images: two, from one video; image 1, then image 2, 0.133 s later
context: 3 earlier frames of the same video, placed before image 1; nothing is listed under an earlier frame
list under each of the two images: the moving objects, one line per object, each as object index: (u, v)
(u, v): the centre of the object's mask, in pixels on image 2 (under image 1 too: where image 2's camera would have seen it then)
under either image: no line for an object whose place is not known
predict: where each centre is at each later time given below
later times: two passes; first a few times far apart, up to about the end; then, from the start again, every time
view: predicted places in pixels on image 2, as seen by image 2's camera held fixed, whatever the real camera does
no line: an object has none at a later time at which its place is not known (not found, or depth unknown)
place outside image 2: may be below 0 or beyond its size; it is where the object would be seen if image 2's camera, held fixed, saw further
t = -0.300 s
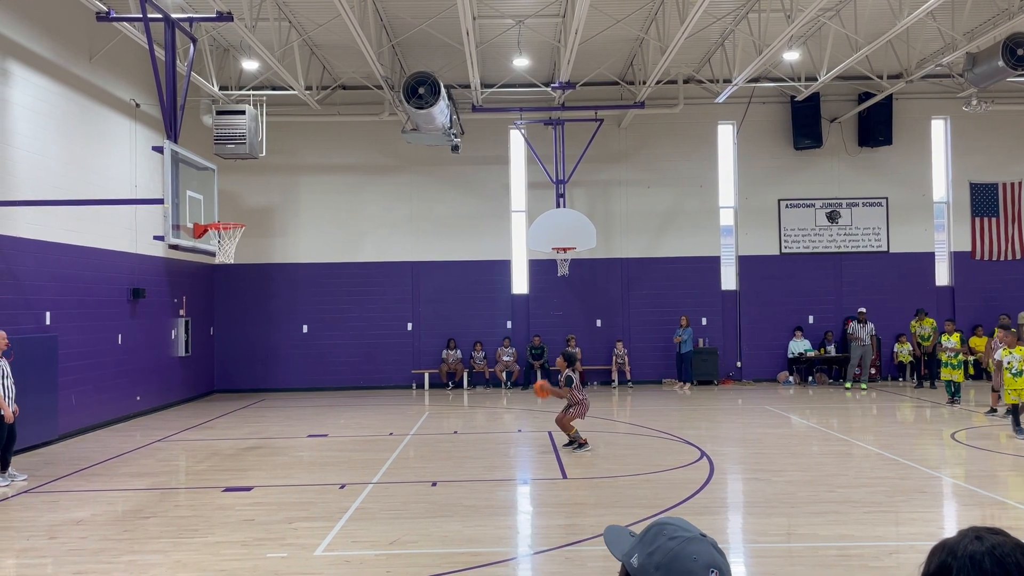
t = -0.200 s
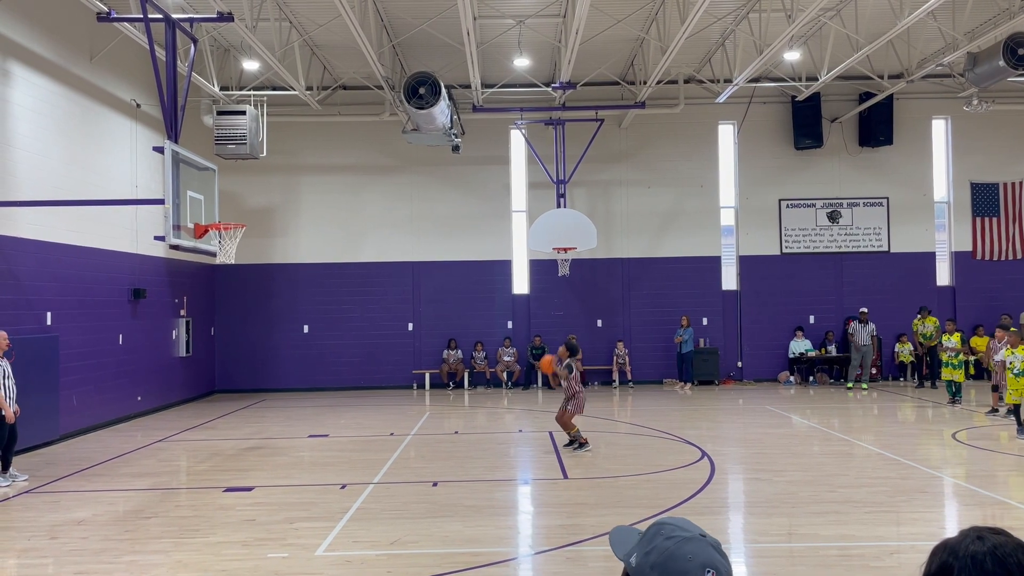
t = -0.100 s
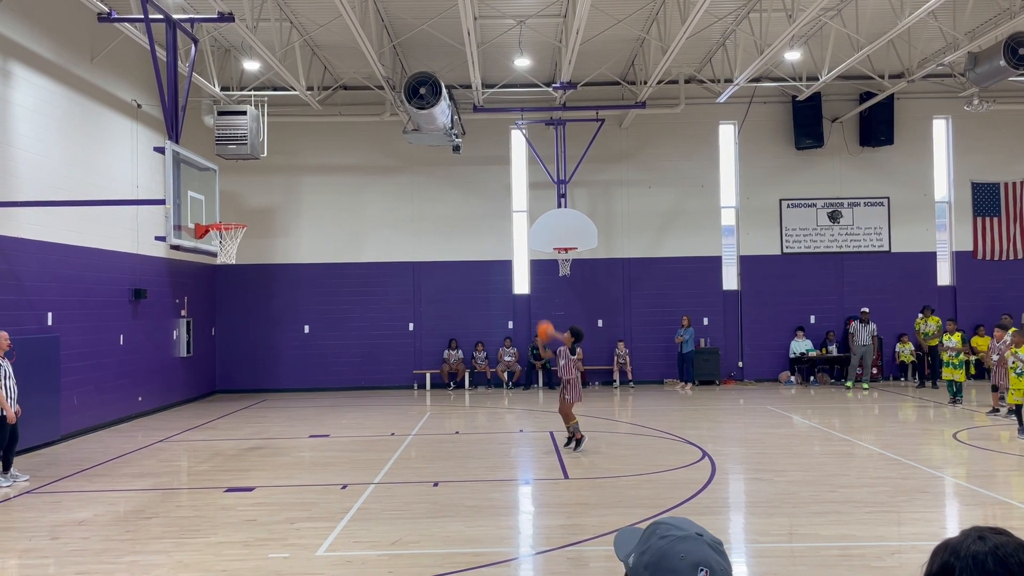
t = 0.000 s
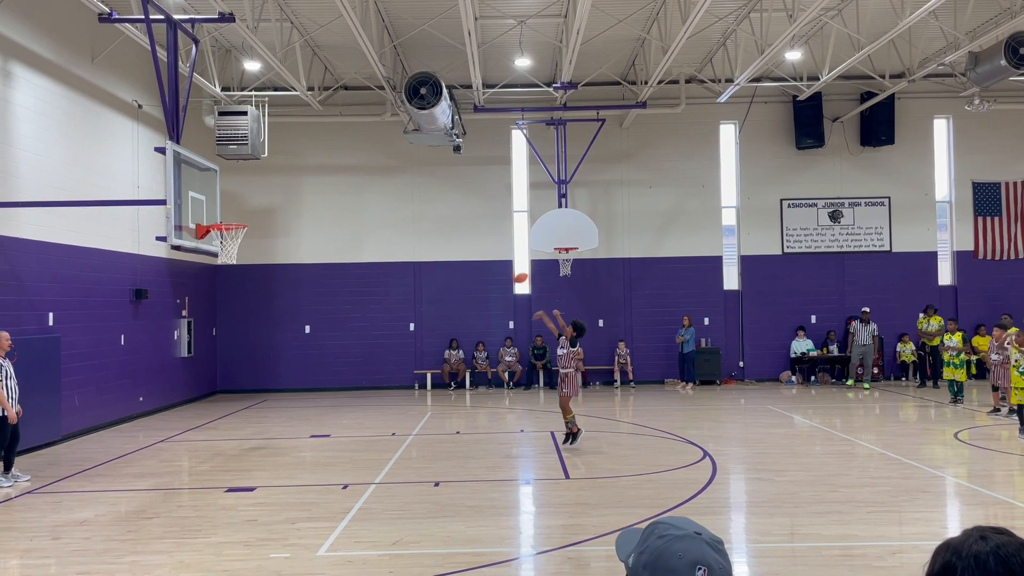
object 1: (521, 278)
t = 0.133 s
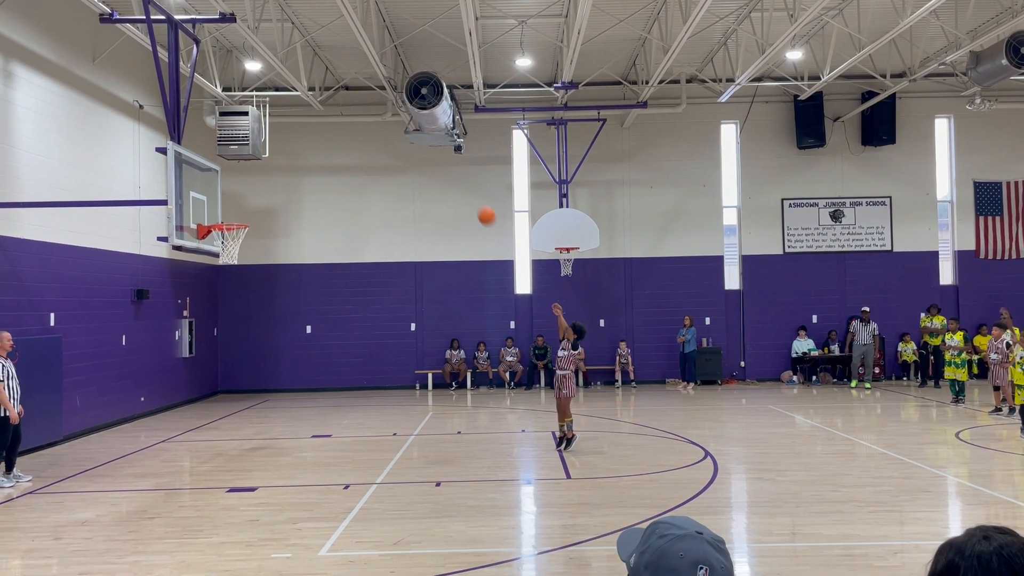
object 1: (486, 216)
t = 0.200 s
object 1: (469, 190)
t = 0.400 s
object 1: (418, 134)
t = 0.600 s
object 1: (369, 108)
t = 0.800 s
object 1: (320, 111)
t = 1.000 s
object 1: (273, 144)
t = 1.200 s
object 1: (226, 205)
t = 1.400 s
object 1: (226, 186)
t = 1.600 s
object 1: (251, 175)
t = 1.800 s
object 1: (276, 192)
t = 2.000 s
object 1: (301, 237)
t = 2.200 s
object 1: (327, 308)
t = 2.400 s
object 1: (352, 405)
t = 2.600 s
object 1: (354, 379)
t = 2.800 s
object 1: (348, 318)
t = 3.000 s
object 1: (342, 285)
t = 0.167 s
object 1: (478, 202)
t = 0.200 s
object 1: (469, 190)
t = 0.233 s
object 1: (460, 179)
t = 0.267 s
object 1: (452, 168)
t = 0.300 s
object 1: (443, 158)
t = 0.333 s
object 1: (435, 149)
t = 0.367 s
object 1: (427, 141)
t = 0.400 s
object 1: (418, 134)
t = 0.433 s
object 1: (410, 128)
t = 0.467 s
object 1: (402, 122)
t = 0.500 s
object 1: (394, 118)
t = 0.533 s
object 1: (385, 114)
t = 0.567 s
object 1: (377, 110)
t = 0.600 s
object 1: (369, 108)
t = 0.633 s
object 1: (361, 106)
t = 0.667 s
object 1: (352, 106)
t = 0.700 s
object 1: (344, 106)
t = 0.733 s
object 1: (336, 107)
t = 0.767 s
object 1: (329, 109)
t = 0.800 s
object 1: (320, 111)
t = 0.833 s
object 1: (312, 115)
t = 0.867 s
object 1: (304, 119)
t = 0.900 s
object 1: (297, 124)
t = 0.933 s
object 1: (288, 130)
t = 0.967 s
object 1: (281, 137)
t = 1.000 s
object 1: (273, 144)
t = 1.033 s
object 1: (266, 153)
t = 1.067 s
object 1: (257, 162)
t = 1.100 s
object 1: (249, 172)
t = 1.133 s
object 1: (241, 182)
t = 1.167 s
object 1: (234, 194)
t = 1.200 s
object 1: (226, 205)
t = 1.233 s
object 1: (218, 218)
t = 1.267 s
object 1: (214, 212)
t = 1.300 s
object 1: (213, 203)
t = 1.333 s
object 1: (217, 197)
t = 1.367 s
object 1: (222, 191)
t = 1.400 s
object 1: (226, 186)
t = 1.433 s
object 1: (230, 182)
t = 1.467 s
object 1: (234, 179)
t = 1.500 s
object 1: (239, 177)
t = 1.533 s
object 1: (243, 175)
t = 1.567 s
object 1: (247, 175)
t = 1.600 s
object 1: (251, 175)
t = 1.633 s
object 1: (255, 176)
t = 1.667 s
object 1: (259, 177)
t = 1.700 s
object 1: (264, 180)
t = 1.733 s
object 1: (268, 183)
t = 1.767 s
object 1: (272, 187)
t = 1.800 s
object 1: (276, 192)
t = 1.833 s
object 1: (280, 198)
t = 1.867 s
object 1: (285, 204)
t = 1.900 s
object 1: (289, 211)
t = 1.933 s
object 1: (293, 219)
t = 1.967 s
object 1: (297, 228)
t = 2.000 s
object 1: (301, 237)
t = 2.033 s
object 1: (306, 247)
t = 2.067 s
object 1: (310, 259)
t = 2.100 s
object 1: (315, 270)
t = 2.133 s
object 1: (319, 282)
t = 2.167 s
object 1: (323, 295)
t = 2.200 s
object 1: (327, 308)
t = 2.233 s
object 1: (332, 323)
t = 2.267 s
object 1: (336, 338)
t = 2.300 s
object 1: (340, 354)
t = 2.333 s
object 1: (344, 371)
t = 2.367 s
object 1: (348, 386)
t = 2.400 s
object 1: (352, 405)
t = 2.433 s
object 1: (356, 424)
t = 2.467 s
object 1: (358, 438)
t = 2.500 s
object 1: (358, 421)
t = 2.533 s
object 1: (357, 406)
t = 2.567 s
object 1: (355, 391)
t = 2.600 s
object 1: (354, 379)
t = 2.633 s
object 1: (353, 367)
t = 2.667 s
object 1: (352, 355)
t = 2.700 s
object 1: (351, 345)
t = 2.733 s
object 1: (350, 335)
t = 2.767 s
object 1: (349, 326)
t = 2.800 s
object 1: (348, 318)
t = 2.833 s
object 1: (347, 310)
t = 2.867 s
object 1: (346, 304)
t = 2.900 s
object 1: (345, 298)
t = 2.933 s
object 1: (344, 293)
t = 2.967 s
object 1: (343, 288)
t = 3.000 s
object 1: (342, 285)
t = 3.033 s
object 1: (341, 282)
